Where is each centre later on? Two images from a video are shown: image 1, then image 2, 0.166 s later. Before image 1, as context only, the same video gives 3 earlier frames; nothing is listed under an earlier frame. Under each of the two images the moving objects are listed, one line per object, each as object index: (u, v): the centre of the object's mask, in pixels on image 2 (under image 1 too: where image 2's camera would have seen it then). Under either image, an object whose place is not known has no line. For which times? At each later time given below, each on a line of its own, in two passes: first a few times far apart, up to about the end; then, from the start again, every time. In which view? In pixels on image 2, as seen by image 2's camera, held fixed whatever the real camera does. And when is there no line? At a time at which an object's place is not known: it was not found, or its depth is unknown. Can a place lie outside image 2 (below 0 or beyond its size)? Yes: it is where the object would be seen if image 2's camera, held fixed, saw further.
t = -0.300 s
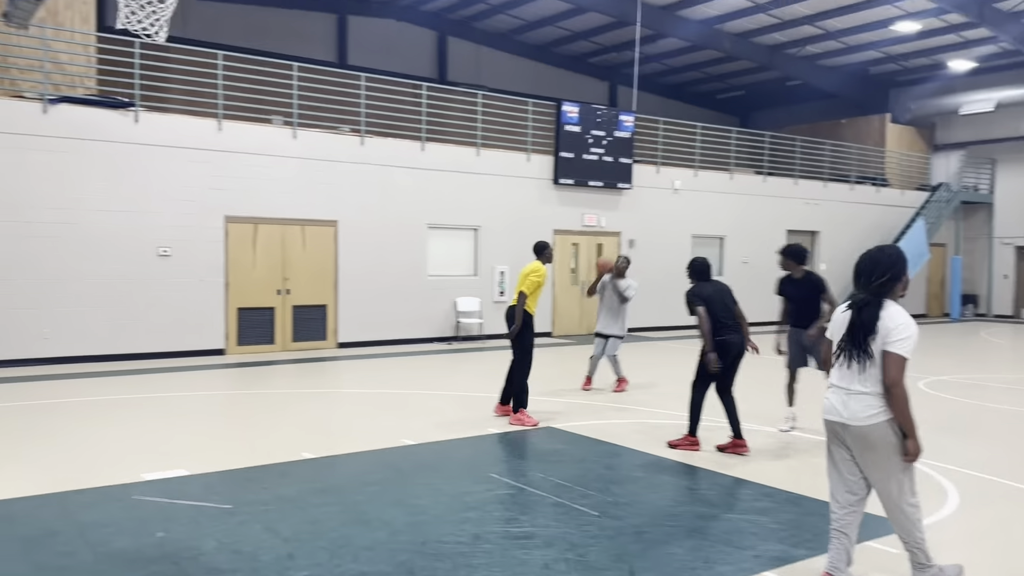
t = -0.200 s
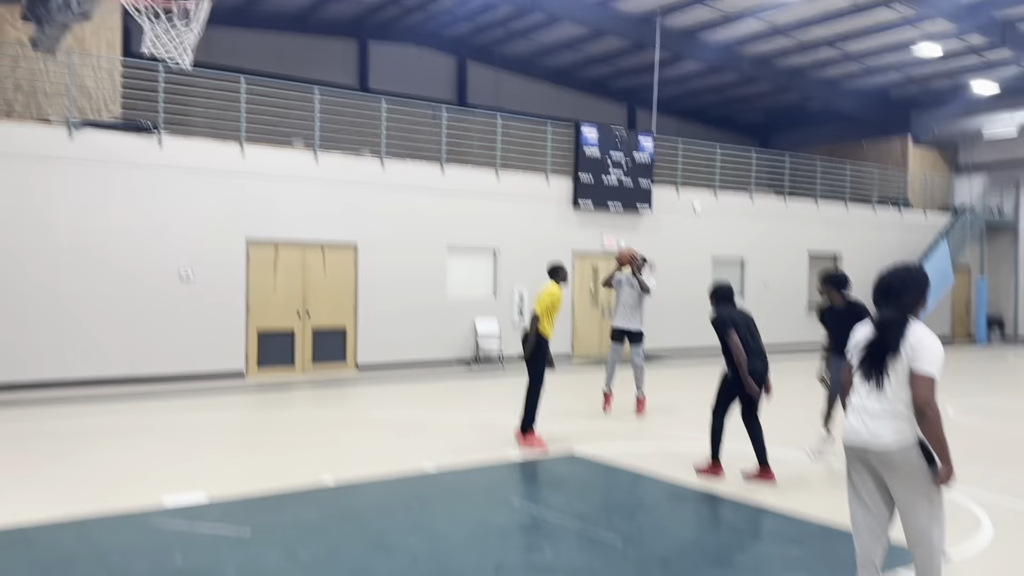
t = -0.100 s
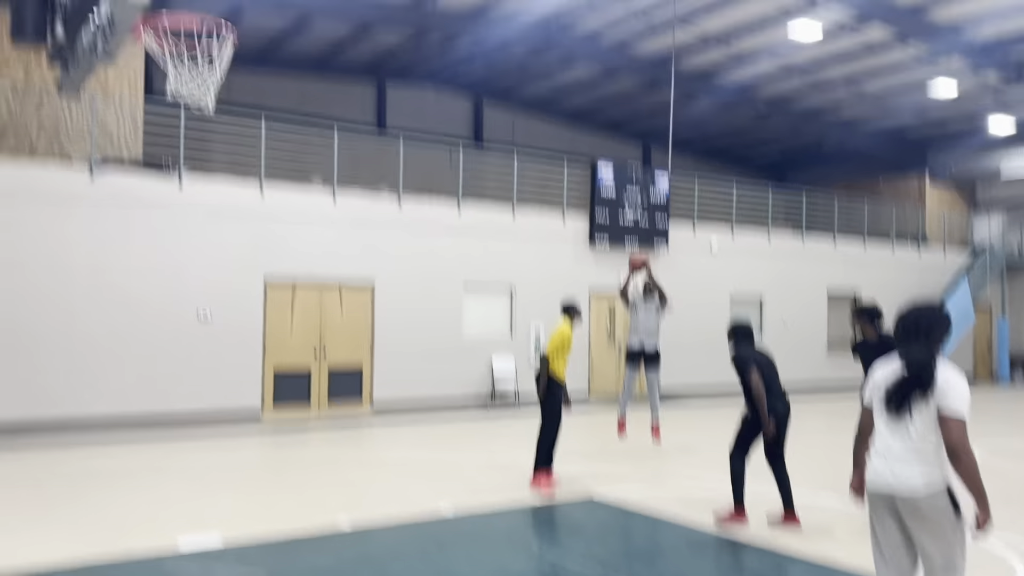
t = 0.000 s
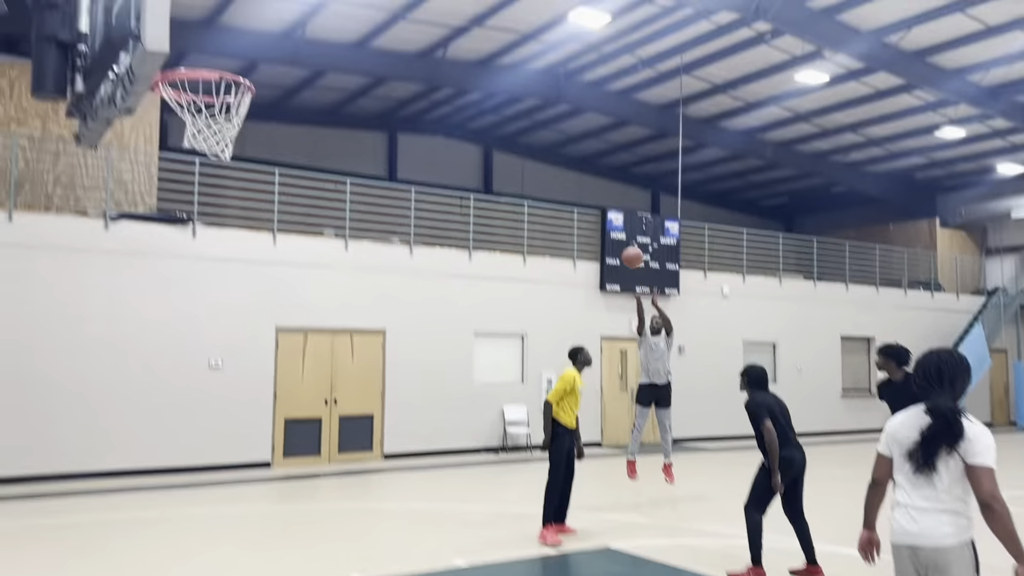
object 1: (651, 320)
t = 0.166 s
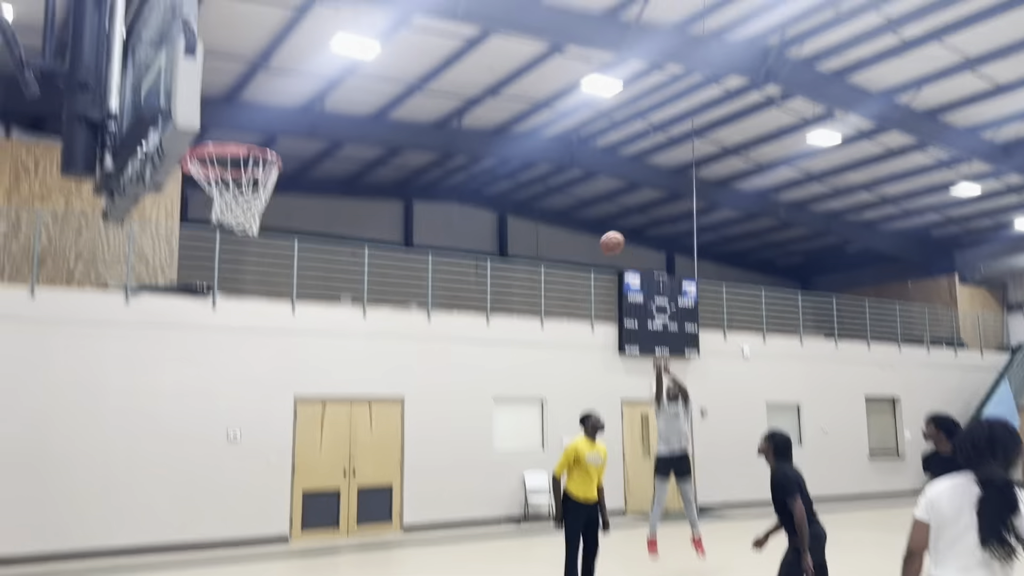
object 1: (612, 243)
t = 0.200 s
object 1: (603, 229)
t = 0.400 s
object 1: (549, 162)
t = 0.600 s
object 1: (478, 121)
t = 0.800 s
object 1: (383, 122)
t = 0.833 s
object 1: (363, 127)
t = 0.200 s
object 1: (603, 229)
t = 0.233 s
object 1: (595, 216)
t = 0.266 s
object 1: (586, 204)
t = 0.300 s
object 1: (577, 192)
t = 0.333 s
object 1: (568, 181)
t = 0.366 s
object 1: (559, 171)
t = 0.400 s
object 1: (549, 162)
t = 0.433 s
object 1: (539, 153)
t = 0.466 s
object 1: (527, 145)
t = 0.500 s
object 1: (516, 137)
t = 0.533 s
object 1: (503, 131)
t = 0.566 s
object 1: (492, 125)
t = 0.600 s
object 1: (478, 121)
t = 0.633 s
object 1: (463, 118)
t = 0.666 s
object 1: (449, 116)
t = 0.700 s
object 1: (434, 115)
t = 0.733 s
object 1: (418, 115)
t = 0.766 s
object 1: (400, 117)
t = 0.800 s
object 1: (383, 122)
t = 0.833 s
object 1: (363, 127)
